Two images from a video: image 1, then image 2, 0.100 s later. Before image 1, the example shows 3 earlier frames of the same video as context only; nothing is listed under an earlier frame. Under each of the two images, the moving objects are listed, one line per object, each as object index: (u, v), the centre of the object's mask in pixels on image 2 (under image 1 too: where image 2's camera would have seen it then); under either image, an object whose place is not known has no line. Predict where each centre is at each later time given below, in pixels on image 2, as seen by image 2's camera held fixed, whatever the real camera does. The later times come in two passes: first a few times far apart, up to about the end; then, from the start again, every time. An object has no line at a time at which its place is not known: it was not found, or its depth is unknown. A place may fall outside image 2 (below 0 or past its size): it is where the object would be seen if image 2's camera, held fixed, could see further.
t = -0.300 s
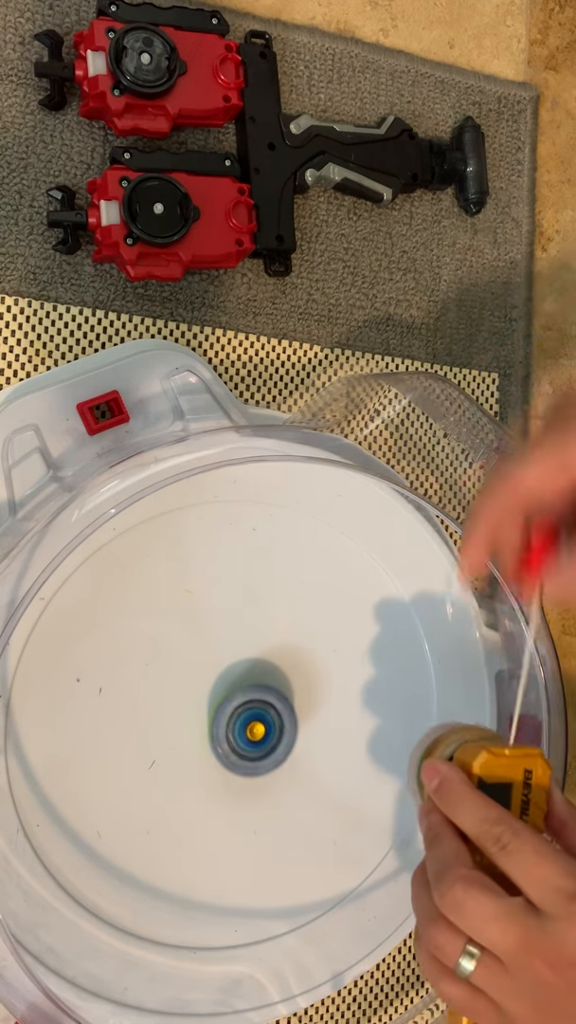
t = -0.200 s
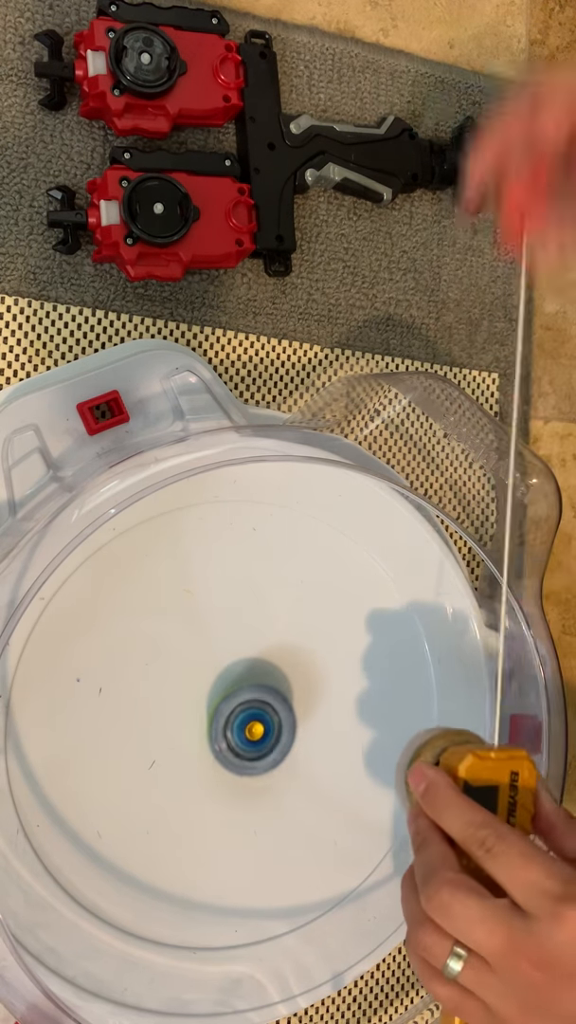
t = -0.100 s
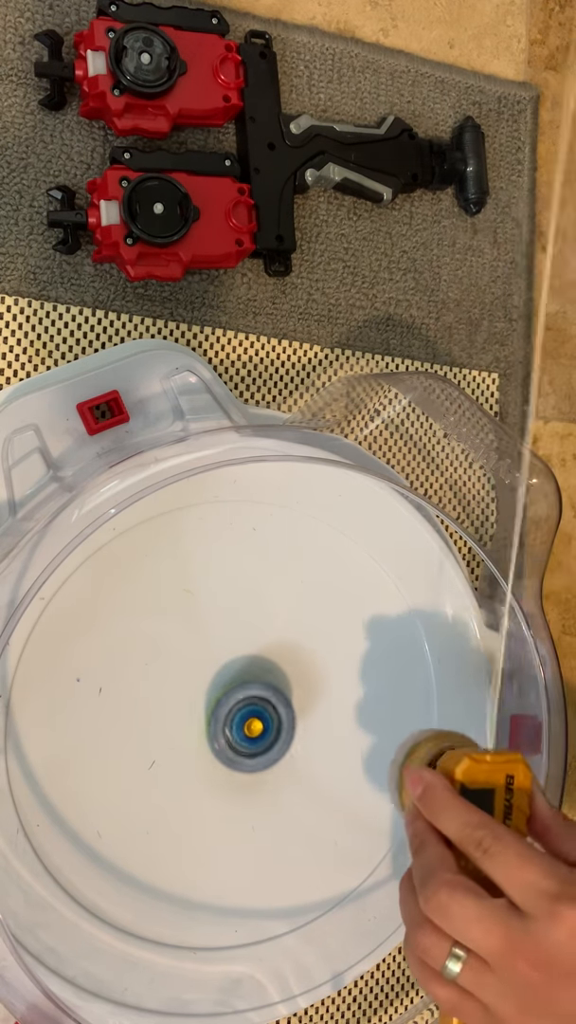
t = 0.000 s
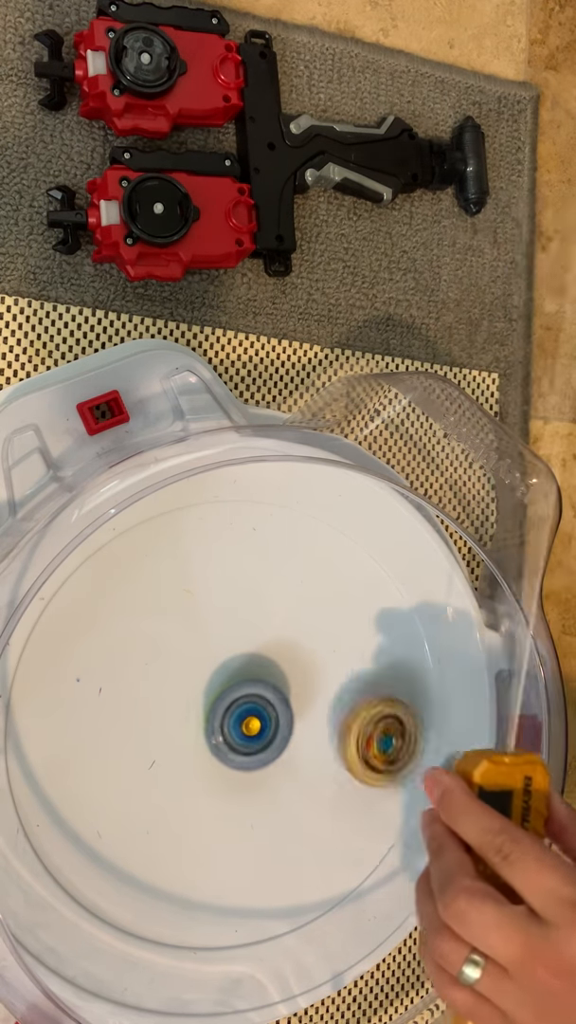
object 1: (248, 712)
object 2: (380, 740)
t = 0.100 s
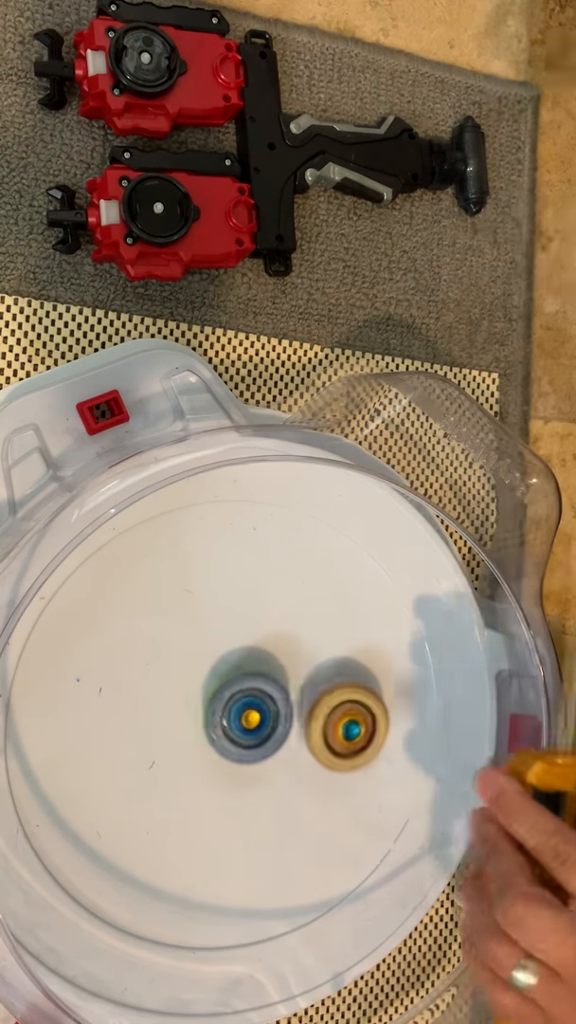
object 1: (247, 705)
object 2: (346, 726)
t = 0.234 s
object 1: (197, 699)
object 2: (340, 702)
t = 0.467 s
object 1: (148, 689)
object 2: (339, 690)
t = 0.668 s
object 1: (160, 701)
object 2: (316, 708)
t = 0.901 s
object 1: (175, 744)
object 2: (307, 731)
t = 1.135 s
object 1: (165, 784)
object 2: (310, 713)
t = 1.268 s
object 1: (190, 787)
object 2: (286, 716)
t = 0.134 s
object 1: (245, 704)
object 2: (334, 720)
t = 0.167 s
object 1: (232, 702)
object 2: (333, 714)
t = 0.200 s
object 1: (213, 701)
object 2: (337, 708)
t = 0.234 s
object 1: (197, 699)
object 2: (340, 702)
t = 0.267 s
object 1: (185, 697)
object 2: (342, 698)
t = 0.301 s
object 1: (175, 695)
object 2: (344, 694)
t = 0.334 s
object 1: (167, 692)
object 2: (344, 692)
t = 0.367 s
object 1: (160, 690)
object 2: (344, 690)
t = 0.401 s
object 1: (155, 688)
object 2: (342, 689)
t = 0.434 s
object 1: (151, 688)
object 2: (341, 689)
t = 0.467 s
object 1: (148, 689)
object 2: (339, 690)
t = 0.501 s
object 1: (147, 691)
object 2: (336, 692)
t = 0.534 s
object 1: (147, 692)
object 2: (332, 693)
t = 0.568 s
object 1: (148, 694)
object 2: (329, 697)
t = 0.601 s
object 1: (151, 696)
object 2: (325, 700)
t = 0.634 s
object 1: (155, 699)
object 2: (321, 703)
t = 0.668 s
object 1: (160, 701)
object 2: (316, 708)
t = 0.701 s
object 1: (165, 704)
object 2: (311, 712)
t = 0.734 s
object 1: (171, 708)
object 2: (305, 717)
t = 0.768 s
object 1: (177, 712)
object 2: (299, 723)
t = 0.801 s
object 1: (185, 716)
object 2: (293, 729)
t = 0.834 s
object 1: (192, 722)
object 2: (287, 734)
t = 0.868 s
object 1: (186, 732)
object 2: (296, 734)
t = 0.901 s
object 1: (175, 744)
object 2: (307, 731)
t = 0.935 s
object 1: (167, 753)
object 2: (315, 727)
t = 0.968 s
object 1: (161, 760)
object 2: (319, 723)
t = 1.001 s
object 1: (159, 766)
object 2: (321, 720)
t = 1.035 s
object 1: (158, 772)
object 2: (320, 717)
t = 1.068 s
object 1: (159, 776)
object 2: (318, 715)
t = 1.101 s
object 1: (162, 780)
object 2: (315, 714)
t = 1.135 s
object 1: (165, 784)
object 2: (310, 713)
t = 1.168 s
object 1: (170, 786)
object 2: (305, 713)
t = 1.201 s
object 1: (176, 787)
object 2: (299, 714)
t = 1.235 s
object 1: (182, 788)
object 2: (292, 715)
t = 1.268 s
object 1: (190, 787)
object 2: (286, 716)
